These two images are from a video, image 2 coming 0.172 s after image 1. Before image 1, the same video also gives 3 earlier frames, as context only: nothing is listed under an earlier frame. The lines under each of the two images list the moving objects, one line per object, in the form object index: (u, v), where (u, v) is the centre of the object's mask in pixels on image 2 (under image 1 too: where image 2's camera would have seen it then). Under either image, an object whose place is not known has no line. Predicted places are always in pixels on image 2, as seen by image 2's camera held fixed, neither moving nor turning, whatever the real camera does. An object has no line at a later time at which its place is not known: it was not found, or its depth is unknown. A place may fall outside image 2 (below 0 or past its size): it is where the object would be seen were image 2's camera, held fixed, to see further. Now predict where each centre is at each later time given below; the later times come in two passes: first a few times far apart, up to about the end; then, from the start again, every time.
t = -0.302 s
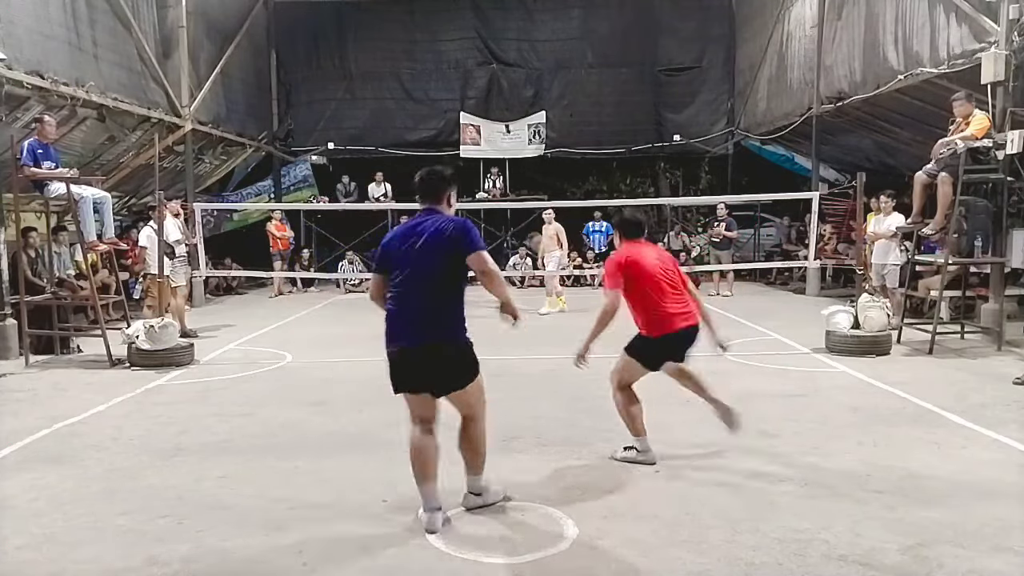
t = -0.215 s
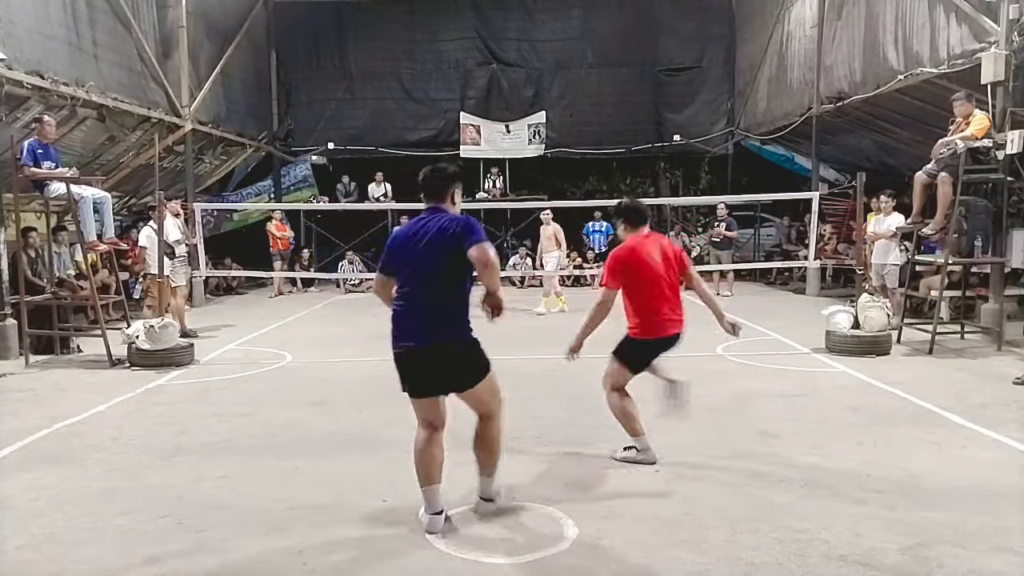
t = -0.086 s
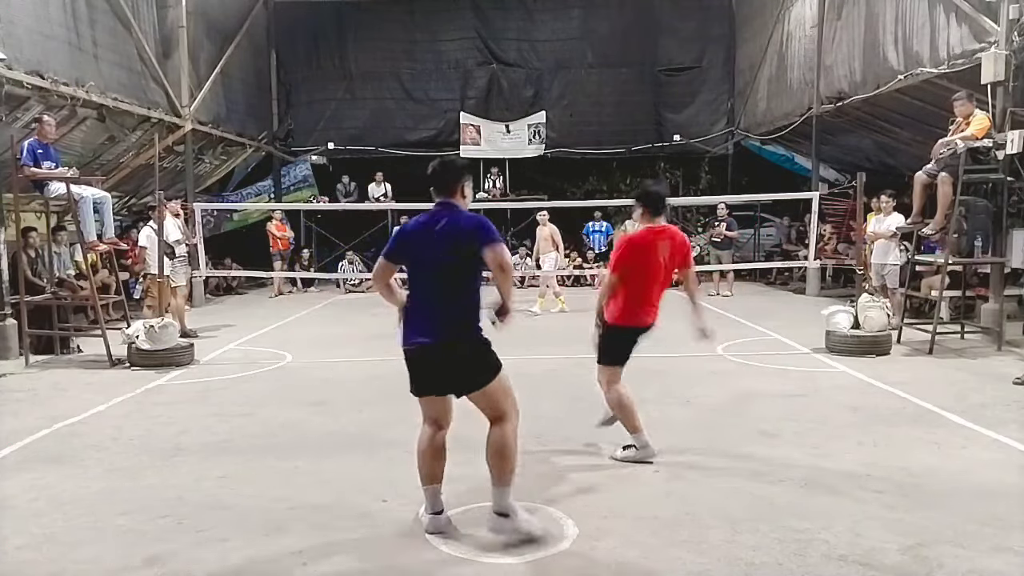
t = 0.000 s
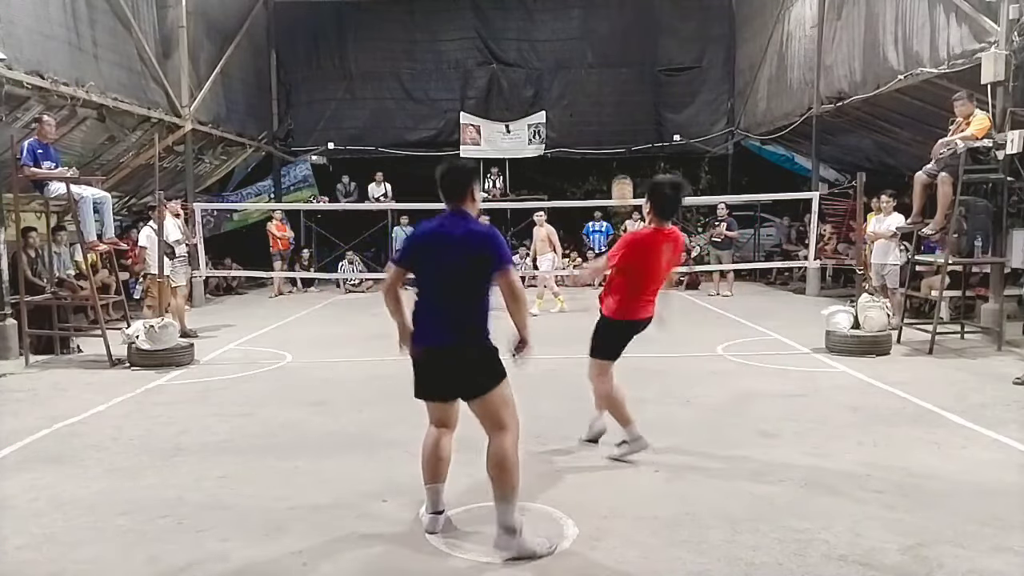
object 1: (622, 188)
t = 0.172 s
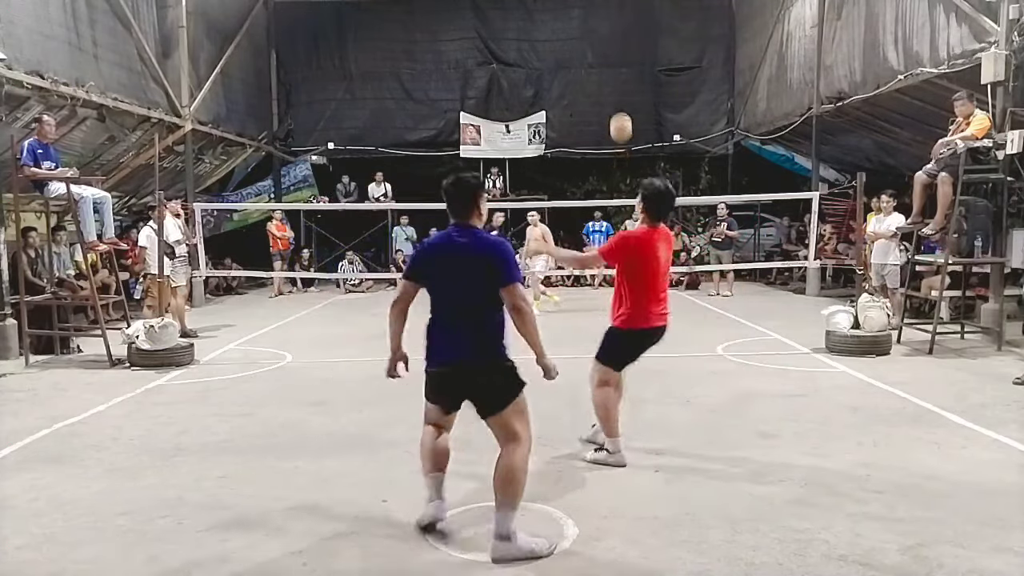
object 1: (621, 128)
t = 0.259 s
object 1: (620, 110)
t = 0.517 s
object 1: (618, 120)
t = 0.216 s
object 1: (620, 118)
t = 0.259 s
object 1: (620, 110)
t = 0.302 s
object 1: (620, 105)
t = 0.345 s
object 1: (619, 103)
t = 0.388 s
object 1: (619, 103)
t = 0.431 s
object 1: (619, 106)
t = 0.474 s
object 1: (619, 112)
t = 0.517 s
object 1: (618, 120)
